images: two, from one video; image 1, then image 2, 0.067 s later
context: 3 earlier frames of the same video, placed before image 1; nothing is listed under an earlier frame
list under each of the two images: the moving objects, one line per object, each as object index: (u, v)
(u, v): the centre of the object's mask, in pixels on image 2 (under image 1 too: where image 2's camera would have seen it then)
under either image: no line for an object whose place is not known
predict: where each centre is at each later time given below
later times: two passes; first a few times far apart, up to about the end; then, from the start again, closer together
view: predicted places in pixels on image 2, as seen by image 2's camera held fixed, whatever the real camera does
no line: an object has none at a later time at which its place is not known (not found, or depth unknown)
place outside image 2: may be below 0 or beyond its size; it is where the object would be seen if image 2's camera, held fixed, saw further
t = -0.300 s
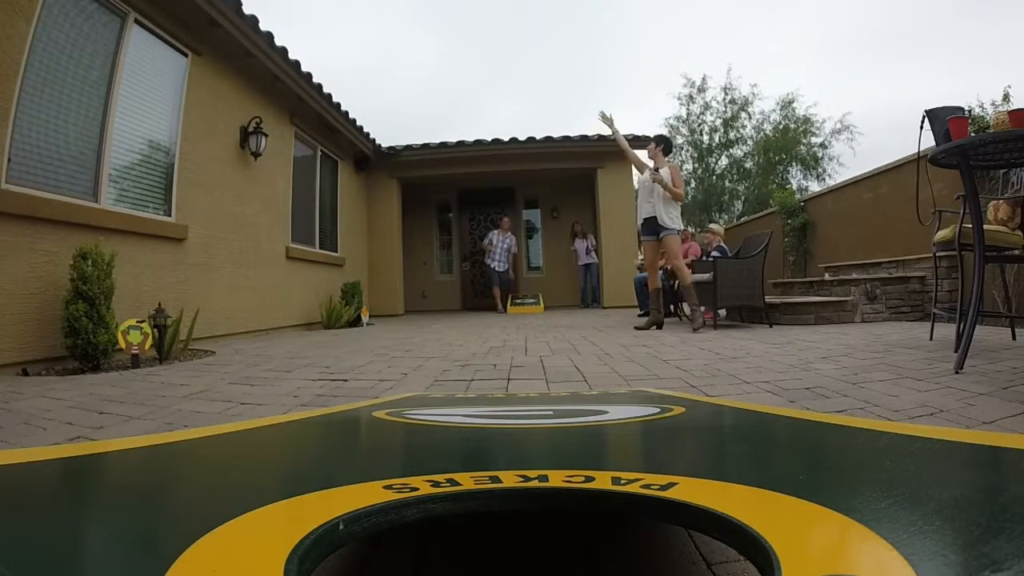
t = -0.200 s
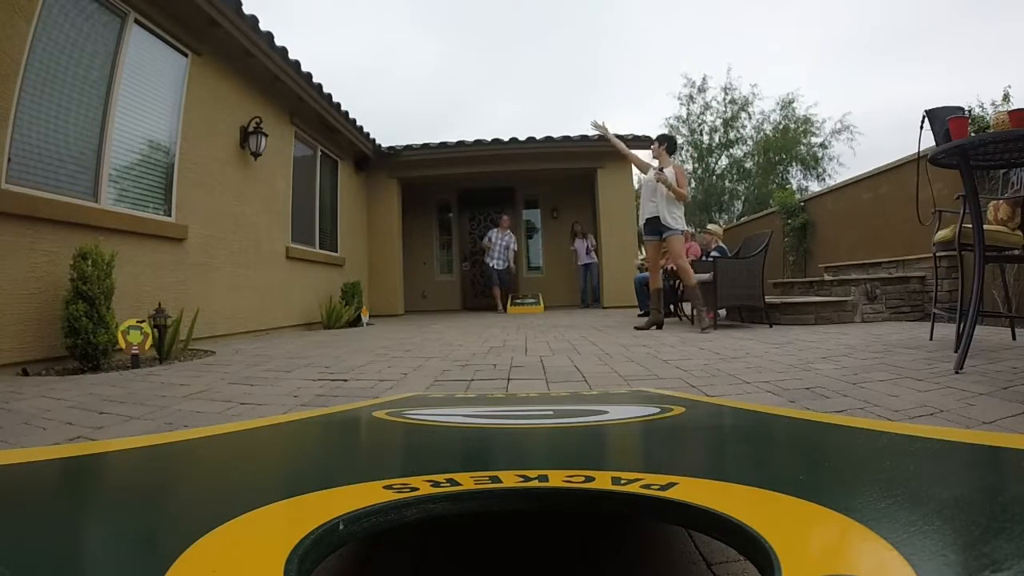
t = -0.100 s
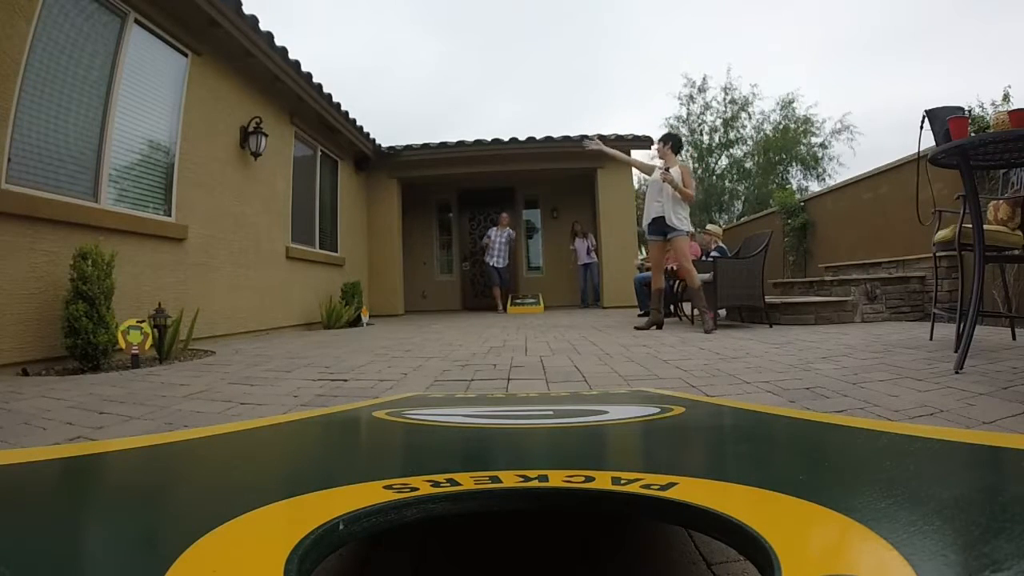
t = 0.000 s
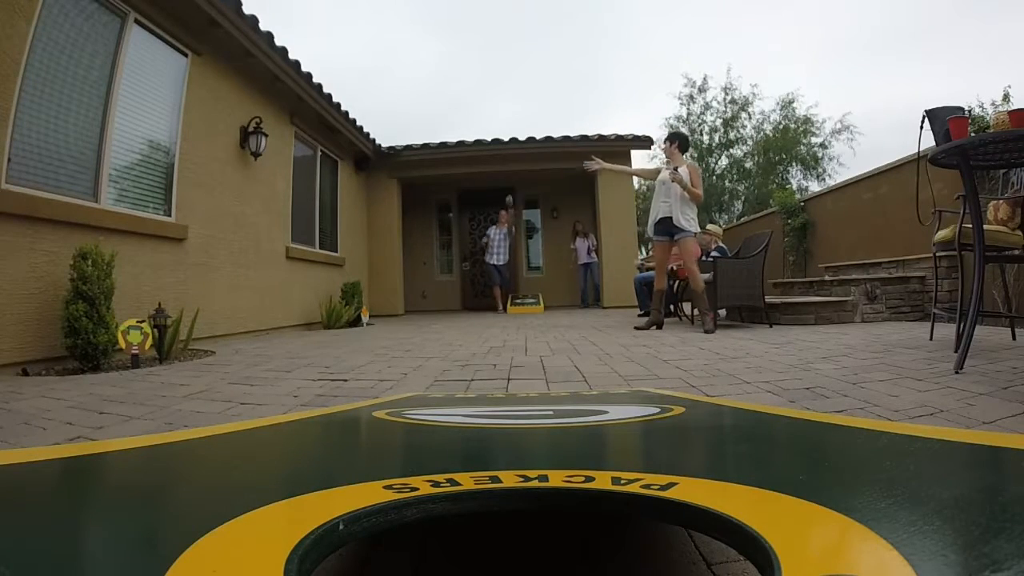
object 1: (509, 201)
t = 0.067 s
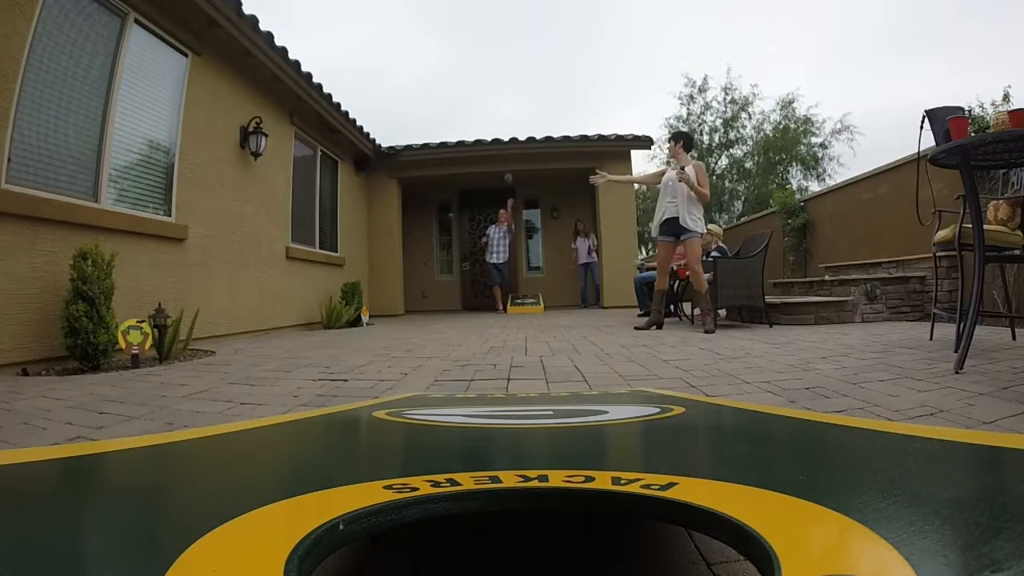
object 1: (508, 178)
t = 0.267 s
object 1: (505, 116)
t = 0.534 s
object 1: (503, 53)
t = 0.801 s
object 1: (505, 31)
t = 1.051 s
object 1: (534, 328)
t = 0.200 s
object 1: (506, 136)
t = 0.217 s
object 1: (506, 131)
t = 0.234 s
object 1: (506, 126)
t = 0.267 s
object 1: (505, 116)
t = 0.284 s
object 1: (505, 112)
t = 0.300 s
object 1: (505, 107)
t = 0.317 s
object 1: (504, 103)
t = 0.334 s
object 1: (504, 99)
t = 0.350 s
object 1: (504, 94)
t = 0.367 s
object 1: (504, 90)
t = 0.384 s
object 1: (504, 86)
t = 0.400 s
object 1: (504, 82)
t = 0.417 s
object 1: (504, 78)
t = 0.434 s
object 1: (504, 74)
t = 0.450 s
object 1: (504, 70)
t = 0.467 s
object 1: (504, 66)
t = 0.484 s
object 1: (504, 63)
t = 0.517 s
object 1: (503, 56)
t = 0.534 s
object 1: (503, 53)
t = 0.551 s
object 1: (503, 50)
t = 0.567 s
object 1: (503, 47)
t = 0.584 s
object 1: (503, 45)
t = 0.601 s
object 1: (504, 42)
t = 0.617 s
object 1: (504, 40)
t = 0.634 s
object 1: (504, 38)
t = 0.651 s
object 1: (504, 36)
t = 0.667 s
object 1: (504, 34)
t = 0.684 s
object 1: (504, 33)
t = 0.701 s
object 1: (504, 32)
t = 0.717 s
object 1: (504, 31)
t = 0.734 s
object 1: (504, 30)
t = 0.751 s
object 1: (504, 29)
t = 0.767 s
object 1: (504, 29)
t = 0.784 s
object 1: (505, 30)
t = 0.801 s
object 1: (505, 31)
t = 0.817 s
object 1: (505, 33)
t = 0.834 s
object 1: (506, 35)
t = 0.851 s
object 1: (507, 39)
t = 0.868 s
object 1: (507, 43)
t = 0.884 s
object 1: (508, 48)
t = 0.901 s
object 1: (509, 55)
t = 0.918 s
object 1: (510, 64)
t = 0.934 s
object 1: (512, 74)
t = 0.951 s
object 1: (513, 88)
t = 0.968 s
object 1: (515, 105)
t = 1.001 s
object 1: (520, 158)
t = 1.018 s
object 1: (524, 194)
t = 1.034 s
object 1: (528, 246)
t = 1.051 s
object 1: (534, 328)
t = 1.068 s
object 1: (540, 393)
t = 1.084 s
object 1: (536, 388)
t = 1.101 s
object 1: (532, 381)
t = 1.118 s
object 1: (530, 375)
